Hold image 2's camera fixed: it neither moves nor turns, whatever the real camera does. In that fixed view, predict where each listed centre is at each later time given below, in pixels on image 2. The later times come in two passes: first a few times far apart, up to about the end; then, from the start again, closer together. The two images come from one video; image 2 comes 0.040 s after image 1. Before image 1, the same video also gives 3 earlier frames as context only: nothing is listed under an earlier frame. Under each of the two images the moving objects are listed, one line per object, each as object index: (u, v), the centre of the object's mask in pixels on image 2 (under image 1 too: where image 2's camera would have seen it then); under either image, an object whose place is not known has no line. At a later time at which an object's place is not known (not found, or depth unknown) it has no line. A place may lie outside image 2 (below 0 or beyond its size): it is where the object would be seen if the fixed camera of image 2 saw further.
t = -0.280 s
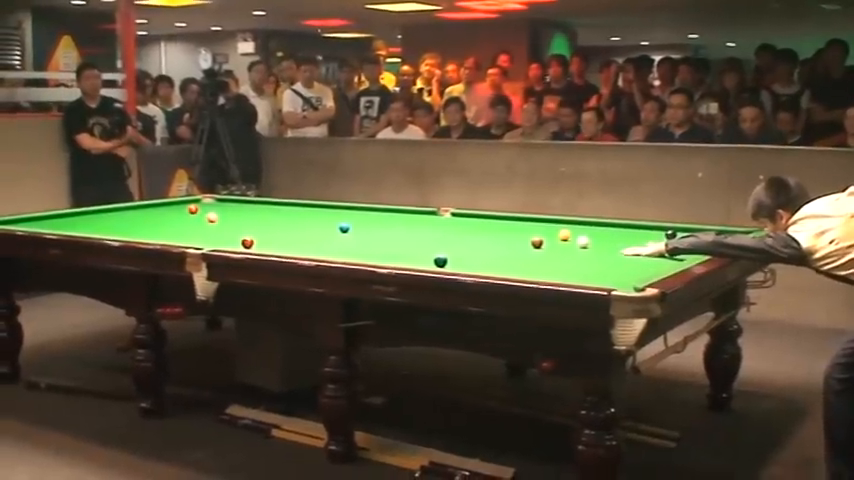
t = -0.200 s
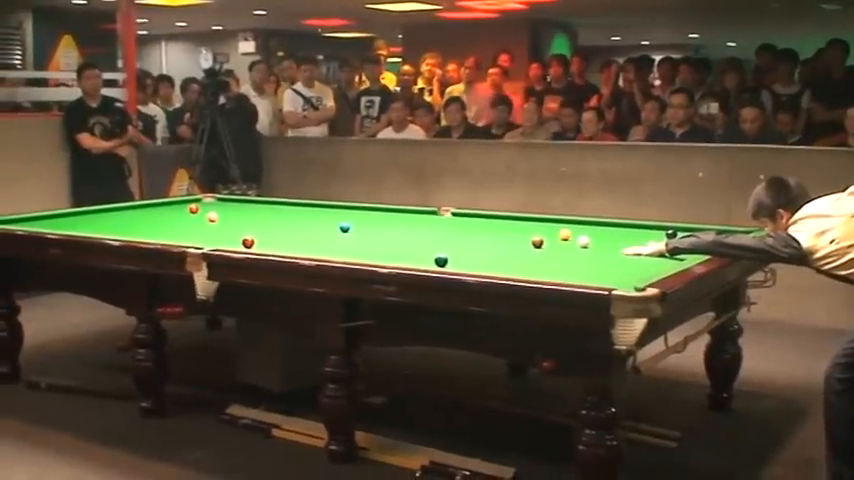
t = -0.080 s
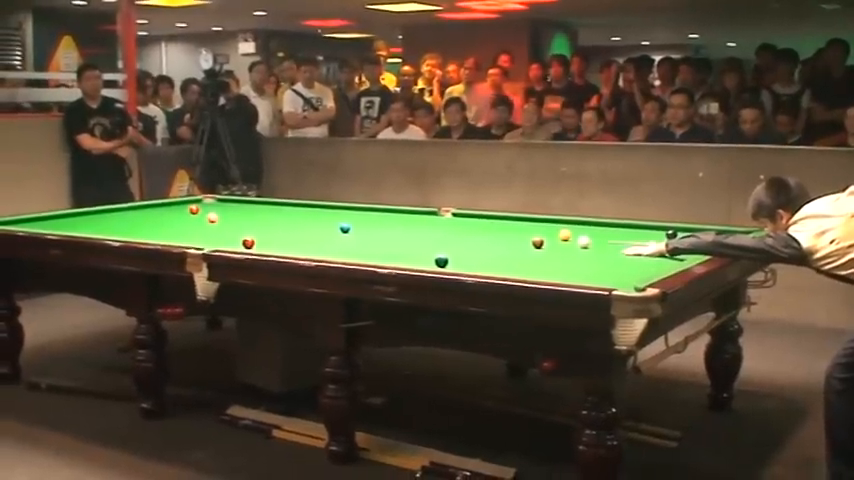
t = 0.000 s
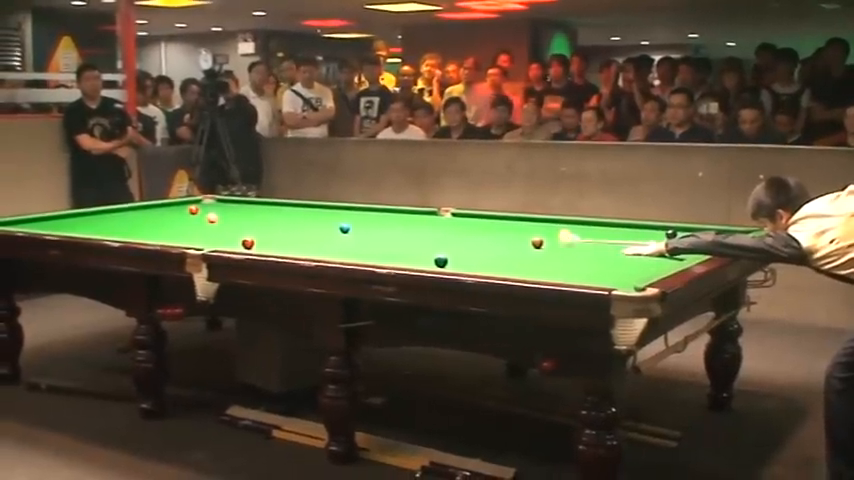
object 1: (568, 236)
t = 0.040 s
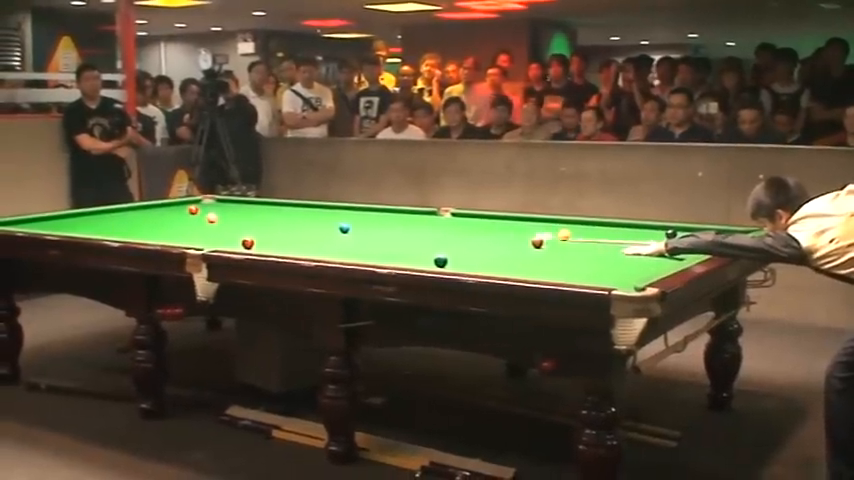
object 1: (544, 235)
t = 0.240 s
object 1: (443, 228)
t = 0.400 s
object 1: (379, 223)
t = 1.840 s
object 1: (135, 221)
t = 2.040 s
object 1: (148, 225)
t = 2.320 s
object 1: (167, 232)
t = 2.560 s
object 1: (184, 238)
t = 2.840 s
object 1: (222, 245)
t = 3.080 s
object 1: (267, 245)
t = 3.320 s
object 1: (316, 246)
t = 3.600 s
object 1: (371, 248)
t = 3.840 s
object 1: (417, 248)
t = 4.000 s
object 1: (446, 249)
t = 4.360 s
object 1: (517, 254)
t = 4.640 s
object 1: (569, 253)
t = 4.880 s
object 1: (614, 254)
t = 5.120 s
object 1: (657, 257)
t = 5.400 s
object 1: (671, 256)
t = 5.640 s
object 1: (651, 252)
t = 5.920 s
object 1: (629, 248)
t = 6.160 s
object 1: (612, 246)
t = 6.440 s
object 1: (595, 242)
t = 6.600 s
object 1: (587, 242)
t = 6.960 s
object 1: (565, 235)
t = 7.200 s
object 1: (555, 236)
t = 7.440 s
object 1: (546, 235)
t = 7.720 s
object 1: (534, 234)
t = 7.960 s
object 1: (527, 233)
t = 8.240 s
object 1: (518, 232)
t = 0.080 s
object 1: (521, 234)
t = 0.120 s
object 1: (500, 232)
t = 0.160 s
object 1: (480, 230)
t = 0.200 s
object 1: (460, 229)
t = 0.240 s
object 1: (443, 228)
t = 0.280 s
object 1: (427, 227)
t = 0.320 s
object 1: (410, 226)
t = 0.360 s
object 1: (394, 225)
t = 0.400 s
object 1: (379, 223)
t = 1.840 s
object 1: (135, 221)
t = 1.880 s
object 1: (138, 222)
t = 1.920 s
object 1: (140, 223)
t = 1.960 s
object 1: (143, 224)
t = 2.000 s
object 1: (145, 225)
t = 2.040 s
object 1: (148, 225)
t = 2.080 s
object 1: (151, 226)
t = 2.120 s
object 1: (153, 227)
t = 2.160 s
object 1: (156, 228)
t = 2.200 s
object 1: (158, 229)
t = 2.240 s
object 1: (161, 231)
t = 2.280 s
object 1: (164, 231)
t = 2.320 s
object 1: (167, 232)
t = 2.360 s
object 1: (170, 234)
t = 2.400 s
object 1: (172, 235)
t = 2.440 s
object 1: (175, 235)
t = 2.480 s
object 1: (178, 237)
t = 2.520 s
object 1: (181, 237)
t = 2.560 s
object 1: (184, 238)
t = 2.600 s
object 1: (187, 240)
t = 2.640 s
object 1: (190, 240)
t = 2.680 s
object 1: (192, 241)
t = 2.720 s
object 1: (196, 243)
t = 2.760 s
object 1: (203, 244)
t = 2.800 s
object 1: (211, 244)
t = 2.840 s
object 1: (222, 245)
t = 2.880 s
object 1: (228, 245)
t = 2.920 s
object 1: (235, 242)
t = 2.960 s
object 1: (244, 245)
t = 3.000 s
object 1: (251, 244)
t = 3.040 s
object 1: (259, 244)
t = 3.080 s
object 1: (267, 245)
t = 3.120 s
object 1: (276, 245)
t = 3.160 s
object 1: (283, 246)
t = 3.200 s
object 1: (291, 246)
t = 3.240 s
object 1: (299, 246)
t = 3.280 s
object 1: (307, 246)
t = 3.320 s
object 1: (316, 246)
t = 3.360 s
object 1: (323, 247)
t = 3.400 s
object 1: (331, 247)
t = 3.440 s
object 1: (339, 248)
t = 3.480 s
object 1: (346, 248)
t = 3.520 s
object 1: (355, 248)
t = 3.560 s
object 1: (363, 247)
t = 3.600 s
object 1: (371, 248)
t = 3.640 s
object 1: (379, 247)
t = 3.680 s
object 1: (386, 248)
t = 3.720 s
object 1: (394, 248)
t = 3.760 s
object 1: (402, 248)
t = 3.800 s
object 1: (410, 248)
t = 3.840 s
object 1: (417, 248)
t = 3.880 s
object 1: (424, 249)
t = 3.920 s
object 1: (432, 249)
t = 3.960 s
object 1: (439, 249)
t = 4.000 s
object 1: (446, 249)
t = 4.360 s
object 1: (517, 254)
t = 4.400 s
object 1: (524, 252)
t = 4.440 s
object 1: (531, 252)
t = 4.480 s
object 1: (539, 253)
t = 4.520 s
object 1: (547, 253)
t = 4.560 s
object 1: (554, 253)
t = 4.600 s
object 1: (561, 253)
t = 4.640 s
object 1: (569, 253)
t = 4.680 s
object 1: (577, 253)
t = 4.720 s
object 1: (584, 253)
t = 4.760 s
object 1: (591, 254)
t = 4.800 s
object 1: (599, 253)
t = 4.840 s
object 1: (607, 254)
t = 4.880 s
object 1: (614, 254)
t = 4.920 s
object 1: (621, 255)
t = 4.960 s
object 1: (629, 255)
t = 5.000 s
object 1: (636, 256)
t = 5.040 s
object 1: (643, 256)
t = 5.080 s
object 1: (650, 256)
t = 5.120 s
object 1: (657, 257)
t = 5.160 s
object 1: (664, 257)
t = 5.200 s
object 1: (672, 257)
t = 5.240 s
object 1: (679, 257)
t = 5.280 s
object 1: (682, 257)
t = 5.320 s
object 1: (678, 256)
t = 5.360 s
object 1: (674, 256)
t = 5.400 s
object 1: (671, 256)
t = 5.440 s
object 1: (668, 255)
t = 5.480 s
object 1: (665, 254)
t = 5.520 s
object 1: (661, 254)
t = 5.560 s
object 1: (658, 253)
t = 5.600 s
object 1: (654, 253)
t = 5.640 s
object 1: (651, 252)
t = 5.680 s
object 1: (647, 251)
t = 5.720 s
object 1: (645, 251)
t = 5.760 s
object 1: (641, 250)
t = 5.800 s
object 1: (638, 249)
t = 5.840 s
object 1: (636, 249)
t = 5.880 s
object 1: (632, 249)
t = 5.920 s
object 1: (629, 248)
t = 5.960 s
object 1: (627, 248)
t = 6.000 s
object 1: (623, 248)
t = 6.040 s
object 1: (621, 247)
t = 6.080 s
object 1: (618, 247)
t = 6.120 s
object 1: (615, 247)
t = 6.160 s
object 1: (612, 246)
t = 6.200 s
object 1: (610, 246)
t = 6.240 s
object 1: (607, 245)
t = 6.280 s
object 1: (604, 245)
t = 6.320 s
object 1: (602, 244)
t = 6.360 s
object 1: (600, 244)
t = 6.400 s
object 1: (597, 243)
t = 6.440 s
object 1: (595, 242)
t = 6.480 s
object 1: (593, 242)
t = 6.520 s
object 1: (590, 242)
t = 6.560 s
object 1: (588, 242)
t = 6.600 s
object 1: (587, 242)
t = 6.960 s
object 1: (565, 235)
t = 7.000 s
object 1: (565, 235)
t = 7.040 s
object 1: (564, 235)
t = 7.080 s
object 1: (562, 235)
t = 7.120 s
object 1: (560, 237)
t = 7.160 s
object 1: (557, 238)
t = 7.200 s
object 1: (555, 236)
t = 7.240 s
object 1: (553, 236)
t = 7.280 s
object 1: (551, 236)
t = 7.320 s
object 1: (550, 236)
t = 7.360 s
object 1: (549, 236)
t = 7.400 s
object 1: (547, 235)
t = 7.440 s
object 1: (546, 235)
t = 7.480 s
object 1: (544, 235)
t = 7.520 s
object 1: (542, 234)
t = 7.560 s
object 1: (541, 234)
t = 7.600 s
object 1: (538, 234)
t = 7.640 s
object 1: (537, 234)
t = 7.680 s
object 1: (536, 234)
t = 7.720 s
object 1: (534, 234)
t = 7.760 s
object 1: (533, 234)
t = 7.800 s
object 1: (532, 233)
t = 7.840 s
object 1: (531, 234)
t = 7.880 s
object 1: (528, 233)
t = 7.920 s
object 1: (528, 233)
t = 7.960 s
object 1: (527, 233)
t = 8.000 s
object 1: (525, 233)
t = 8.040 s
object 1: (524, 233)
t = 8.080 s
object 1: (523, 233)
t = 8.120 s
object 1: (522, 233)
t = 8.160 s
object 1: (520, 233)
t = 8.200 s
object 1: (519, 232)
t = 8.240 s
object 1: (518, 232)
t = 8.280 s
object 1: (517, 232)
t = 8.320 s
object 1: (516, 232)
